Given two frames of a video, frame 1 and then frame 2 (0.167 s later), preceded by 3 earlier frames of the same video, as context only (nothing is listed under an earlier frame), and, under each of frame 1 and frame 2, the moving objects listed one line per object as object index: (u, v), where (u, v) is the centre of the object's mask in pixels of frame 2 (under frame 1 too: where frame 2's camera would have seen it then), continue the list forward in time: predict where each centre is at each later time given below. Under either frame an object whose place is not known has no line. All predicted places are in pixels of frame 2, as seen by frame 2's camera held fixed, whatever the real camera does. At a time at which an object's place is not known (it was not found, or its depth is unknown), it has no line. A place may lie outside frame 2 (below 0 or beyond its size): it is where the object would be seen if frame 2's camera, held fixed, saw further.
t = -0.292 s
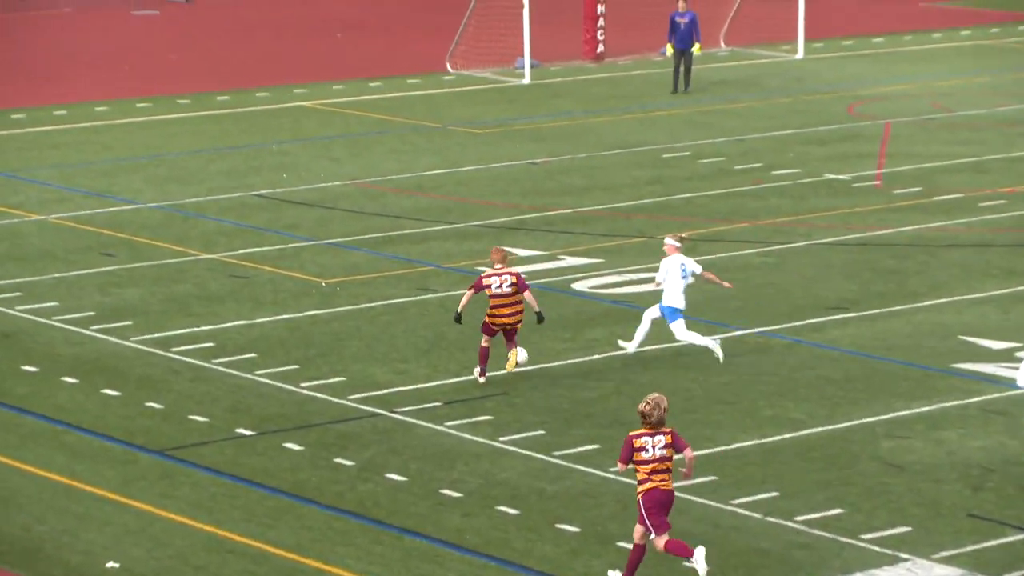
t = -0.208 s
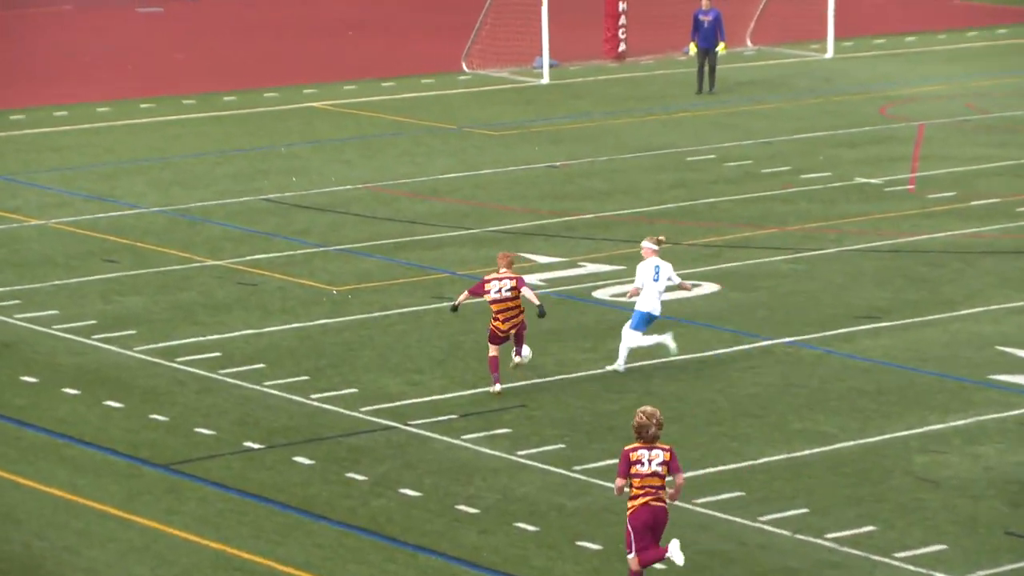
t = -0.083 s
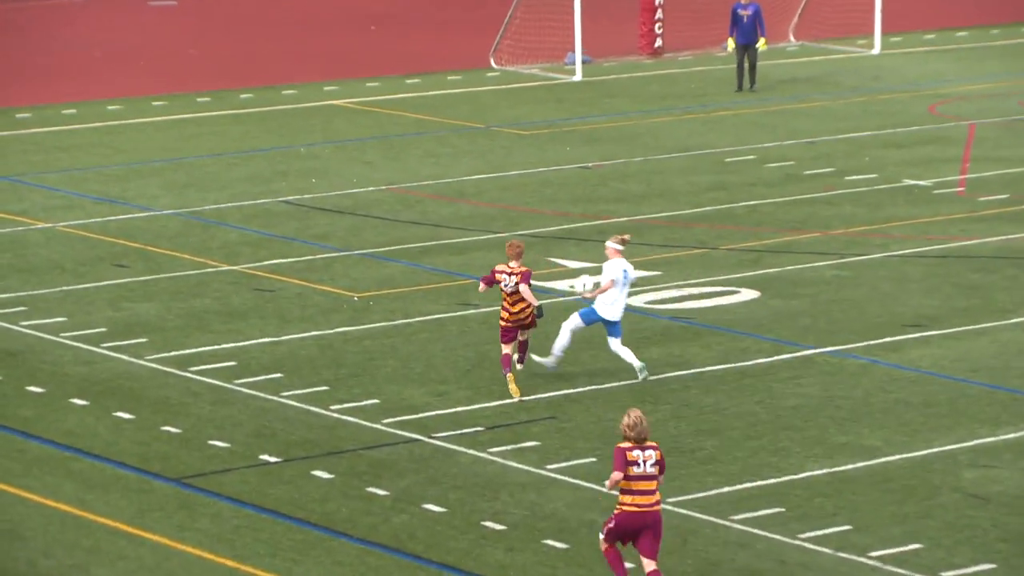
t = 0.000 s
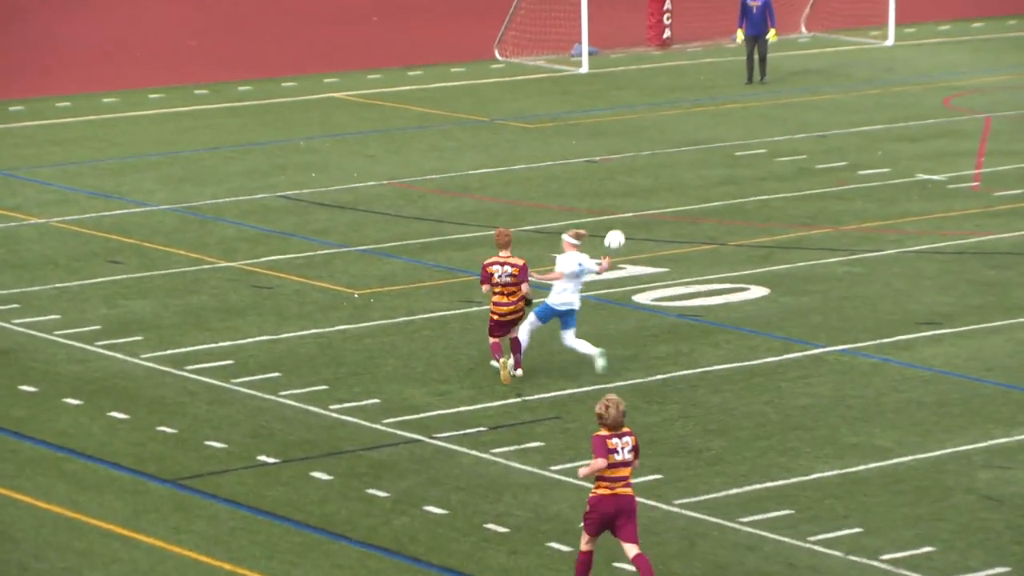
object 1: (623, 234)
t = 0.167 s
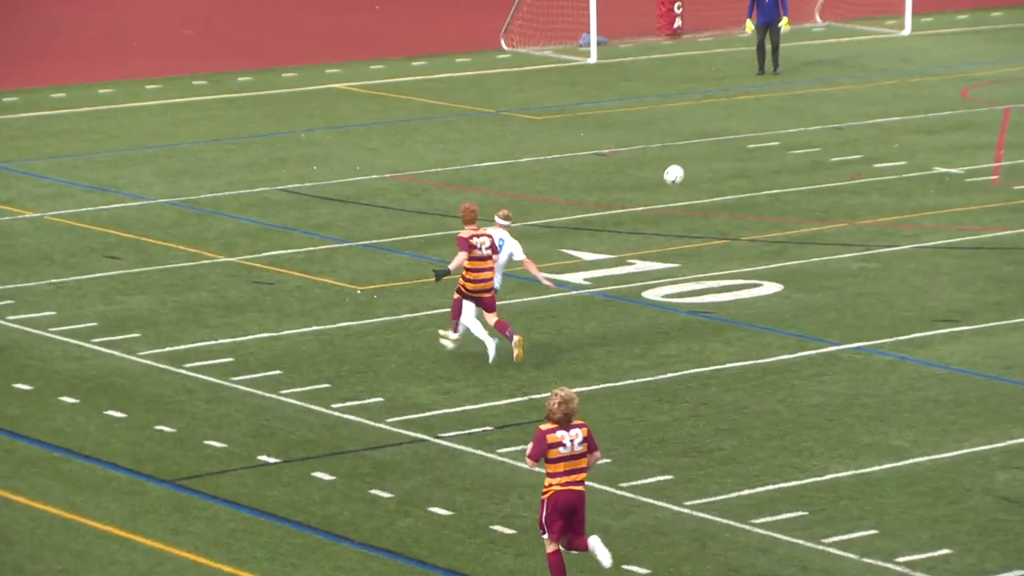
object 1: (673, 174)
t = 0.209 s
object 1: (686, 164)
